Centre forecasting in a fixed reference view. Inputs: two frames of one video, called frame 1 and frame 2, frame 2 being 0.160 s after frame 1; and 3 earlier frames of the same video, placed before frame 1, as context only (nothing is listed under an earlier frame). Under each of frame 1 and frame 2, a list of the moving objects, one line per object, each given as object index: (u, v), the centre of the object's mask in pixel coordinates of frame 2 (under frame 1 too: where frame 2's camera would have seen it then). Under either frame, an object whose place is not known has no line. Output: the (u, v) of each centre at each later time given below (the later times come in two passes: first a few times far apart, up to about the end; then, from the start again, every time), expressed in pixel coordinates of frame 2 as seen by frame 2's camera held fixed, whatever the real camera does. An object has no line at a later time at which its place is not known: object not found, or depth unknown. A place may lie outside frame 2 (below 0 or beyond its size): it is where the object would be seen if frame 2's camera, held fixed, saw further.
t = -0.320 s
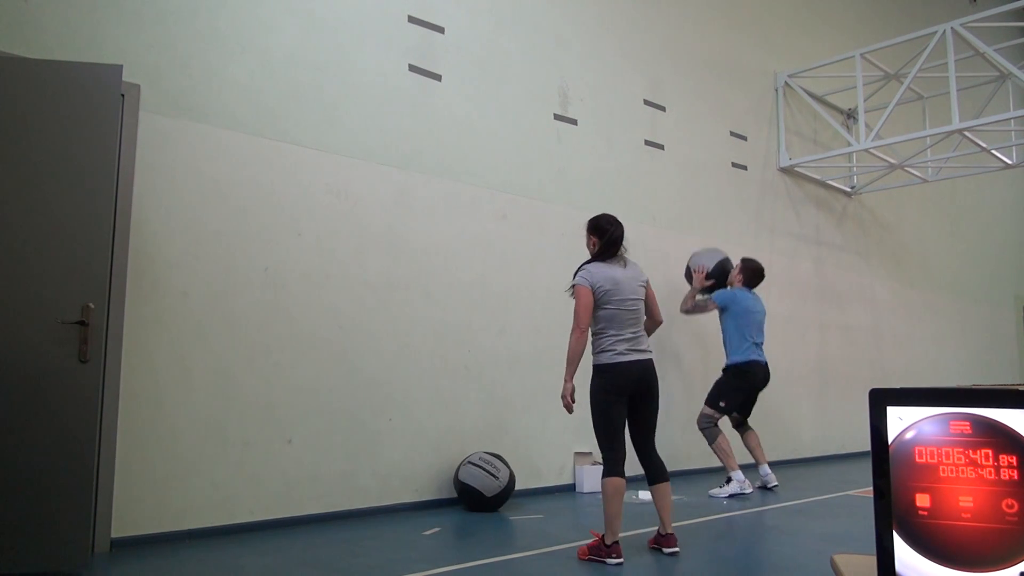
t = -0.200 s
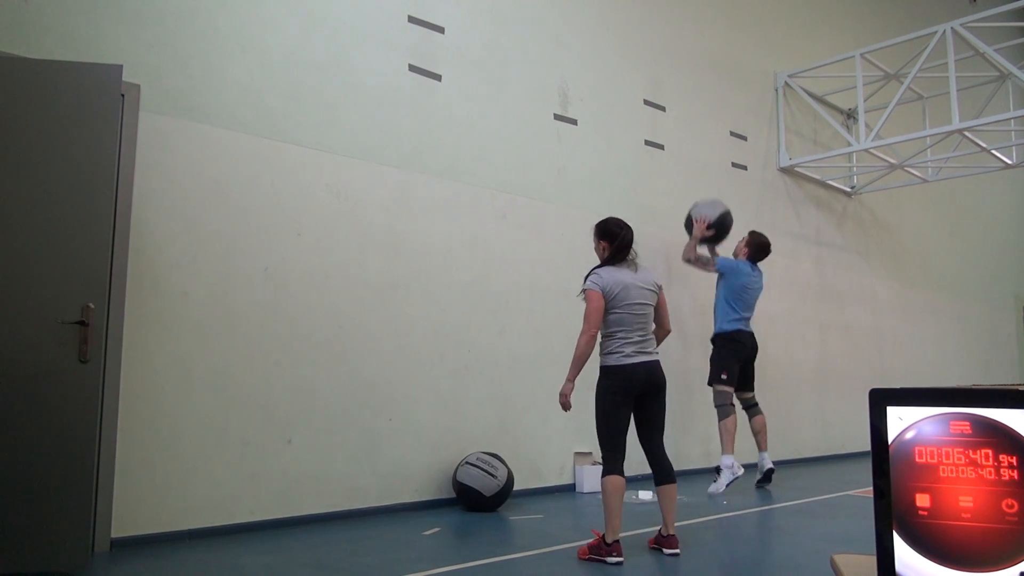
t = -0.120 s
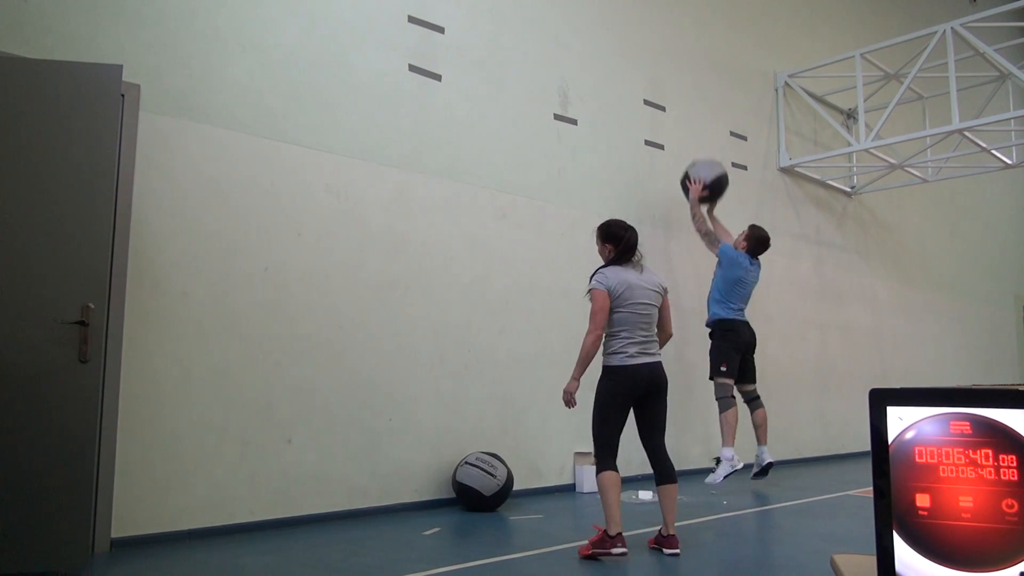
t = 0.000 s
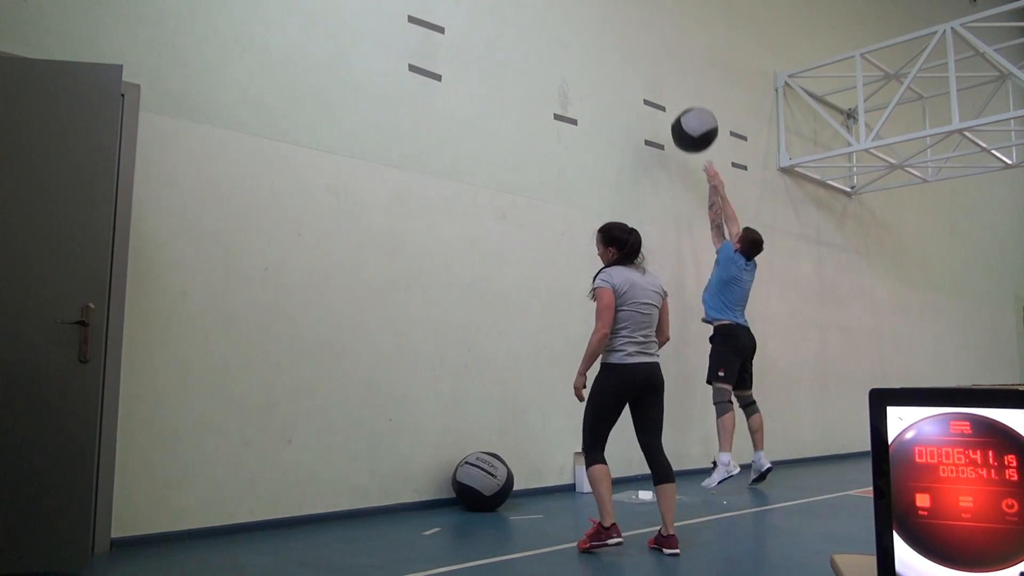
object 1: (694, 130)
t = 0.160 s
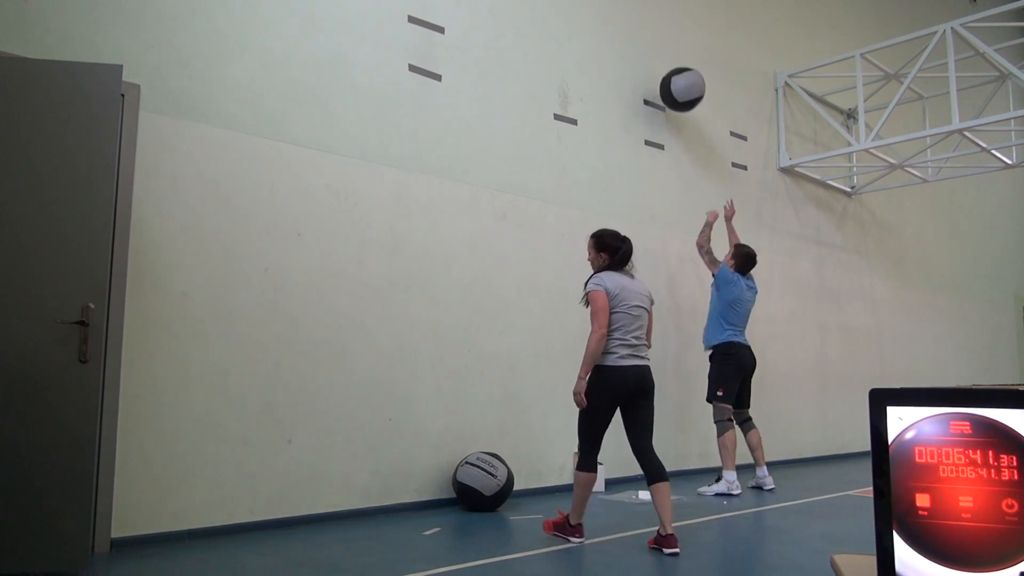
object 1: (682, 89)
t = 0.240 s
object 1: (676, 80)
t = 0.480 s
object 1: (676, 95)
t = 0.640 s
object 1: (684, 142)
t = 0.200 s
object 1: (679, 84)
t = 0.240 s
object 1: (676, 80)
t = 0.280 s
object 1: (673, 79)
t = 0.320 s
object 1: (671, 79)
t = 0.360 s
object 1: (671, 81)
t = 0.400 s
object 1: (672, 84)
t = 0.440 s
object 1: (674, 89)
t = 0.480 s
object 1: (676, 95)
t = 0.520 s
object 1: (678, 104)
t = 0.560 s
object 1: (680, 115)
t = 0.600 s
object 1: (682, 128)
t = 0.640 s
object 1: (684, 142)
